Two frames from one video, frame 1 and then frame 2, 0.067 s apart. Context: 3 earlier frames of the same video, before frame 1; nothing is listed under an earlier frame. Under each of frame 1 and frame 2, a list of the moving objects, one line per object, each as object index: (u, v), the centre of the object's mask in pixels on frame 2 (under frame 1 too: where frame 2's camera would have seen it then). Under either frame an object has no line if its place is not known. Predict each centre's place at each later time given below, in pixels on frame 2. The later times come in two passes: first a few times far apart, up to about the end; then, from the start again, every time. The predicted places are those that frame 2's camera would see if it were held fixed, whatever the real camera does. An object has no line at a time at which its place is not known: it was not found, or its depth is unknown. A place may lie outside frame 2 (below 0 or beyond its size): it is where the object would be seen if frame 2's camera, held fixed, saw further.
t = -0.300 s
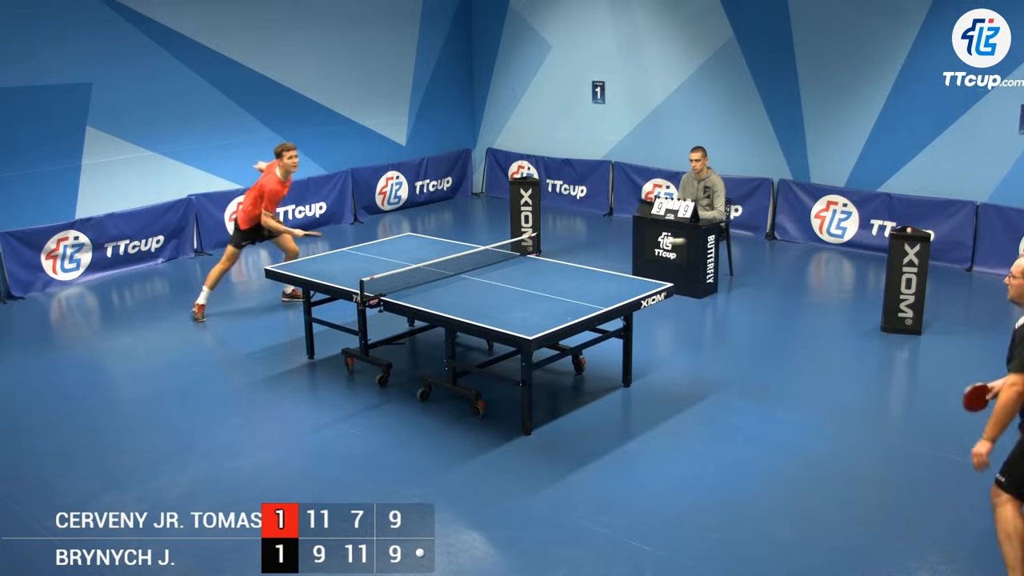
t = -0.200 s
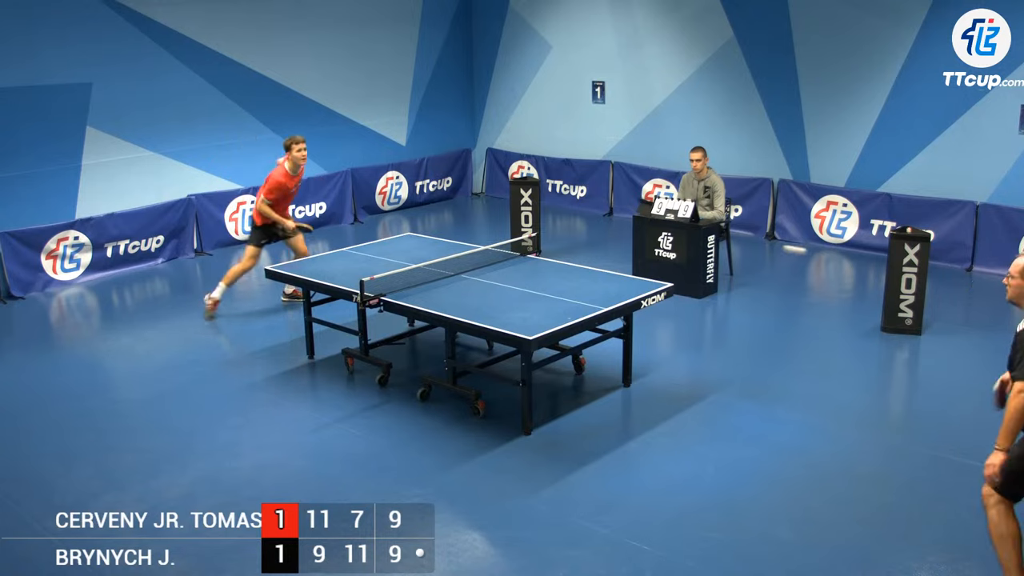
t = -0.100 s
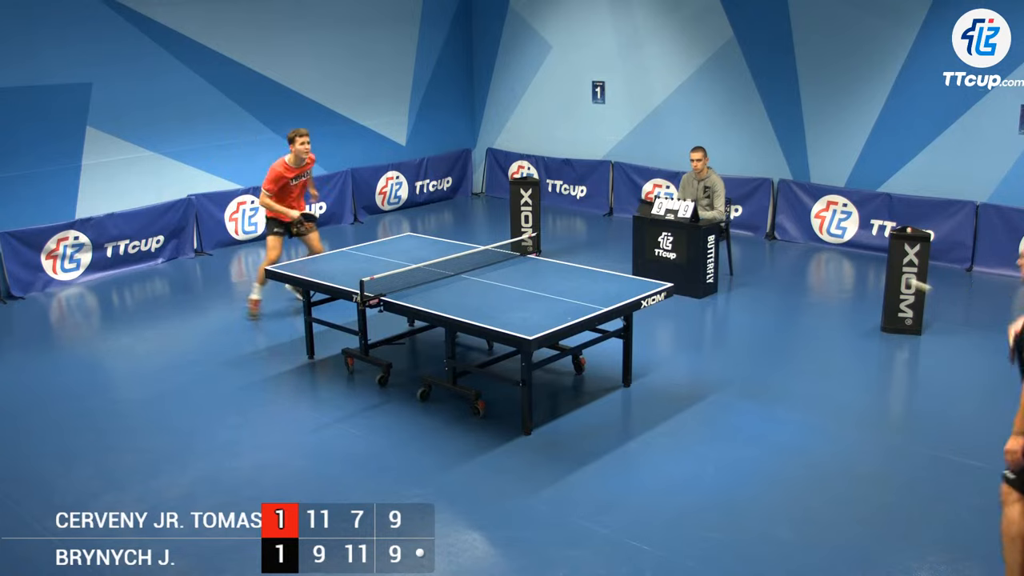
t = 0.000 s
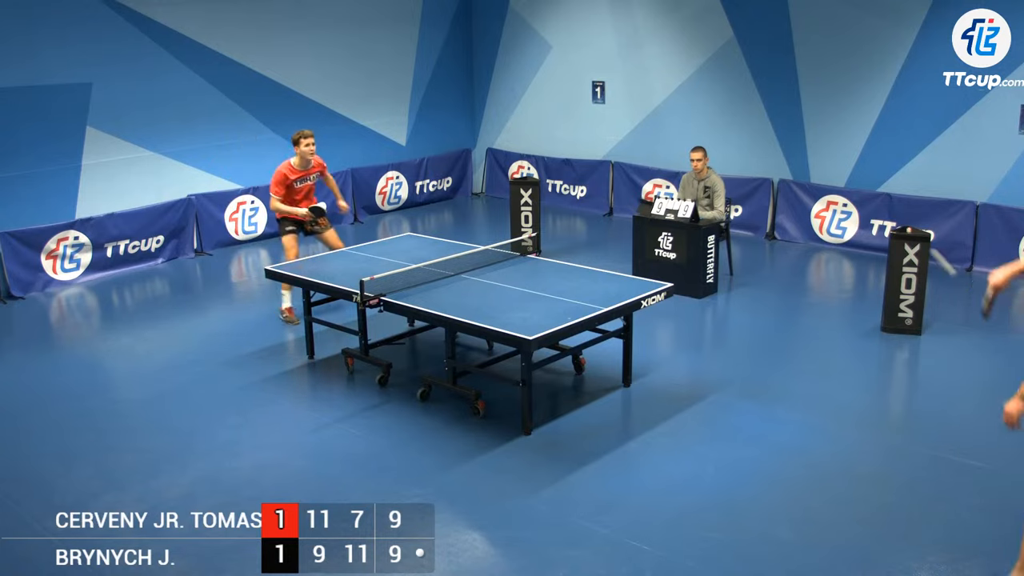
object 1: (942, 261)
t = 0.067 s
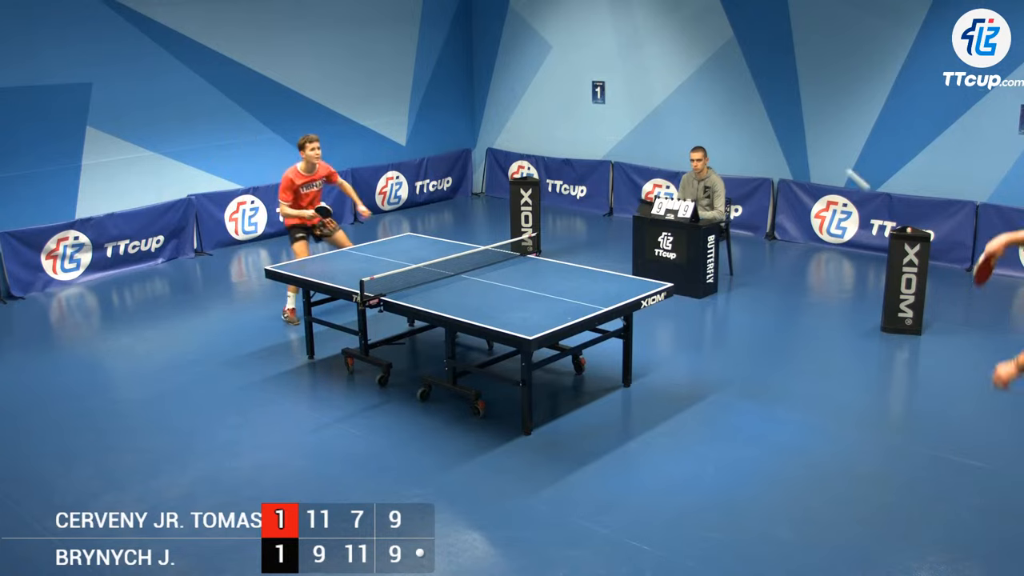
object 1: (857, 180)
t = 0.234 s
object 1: (675, 64)
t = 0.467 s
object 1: (492, 47)
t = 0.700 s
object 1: (377, 122)
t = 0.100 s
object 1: (817, 147)
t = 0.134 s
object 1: (779, 120)
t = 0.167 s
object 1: (742, 97)
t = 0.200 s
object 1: (707, 79)
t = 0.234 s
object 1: (675, 64)
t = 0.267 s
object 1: (643, 54)
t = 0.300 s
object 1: (614, 46)
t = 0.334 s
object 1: (587, 42)
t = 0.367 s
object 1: (560, 40)
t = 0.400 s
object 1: (536, 40)
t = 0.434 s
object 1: (513, 43)
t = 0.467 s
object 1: (492, 47)
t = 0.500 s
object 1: (472, 54)
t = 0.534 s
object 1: (453, 62)
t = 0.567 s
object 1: (436, 71)
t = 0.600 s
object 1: (420, 82)
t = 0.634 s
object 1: (405, 94)
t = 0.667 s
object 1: (390, 107)
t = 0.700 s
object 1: (377, 122)
